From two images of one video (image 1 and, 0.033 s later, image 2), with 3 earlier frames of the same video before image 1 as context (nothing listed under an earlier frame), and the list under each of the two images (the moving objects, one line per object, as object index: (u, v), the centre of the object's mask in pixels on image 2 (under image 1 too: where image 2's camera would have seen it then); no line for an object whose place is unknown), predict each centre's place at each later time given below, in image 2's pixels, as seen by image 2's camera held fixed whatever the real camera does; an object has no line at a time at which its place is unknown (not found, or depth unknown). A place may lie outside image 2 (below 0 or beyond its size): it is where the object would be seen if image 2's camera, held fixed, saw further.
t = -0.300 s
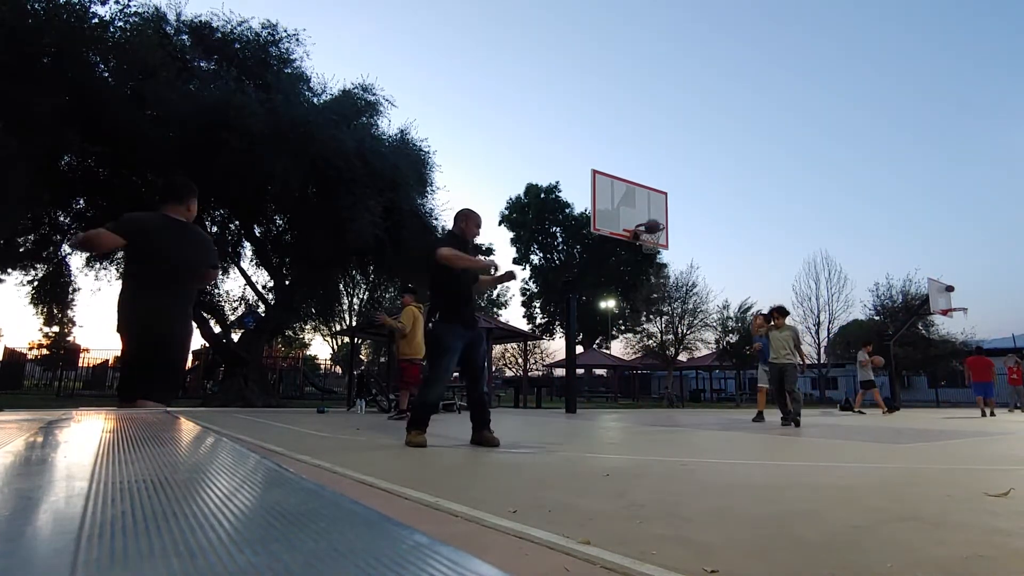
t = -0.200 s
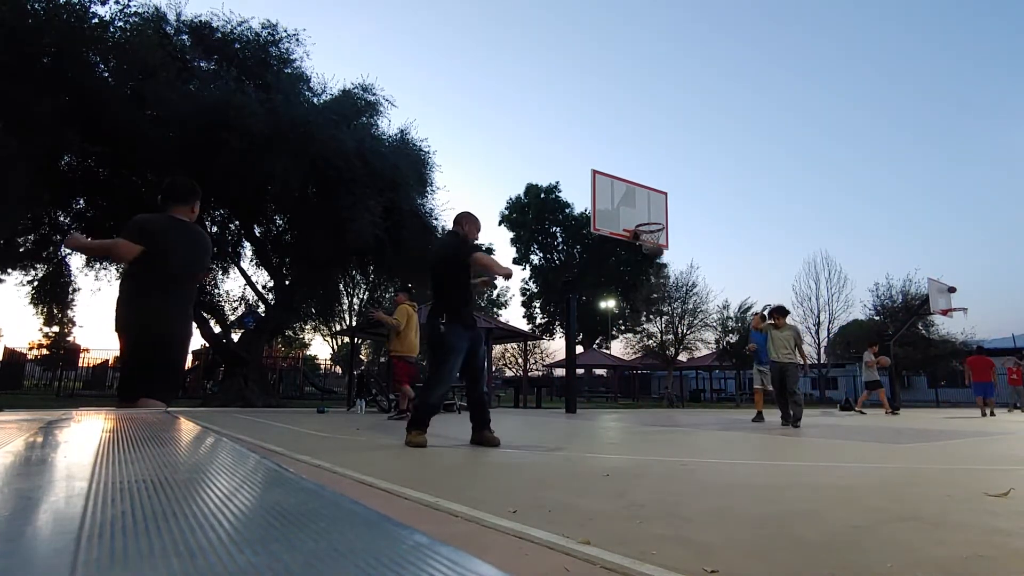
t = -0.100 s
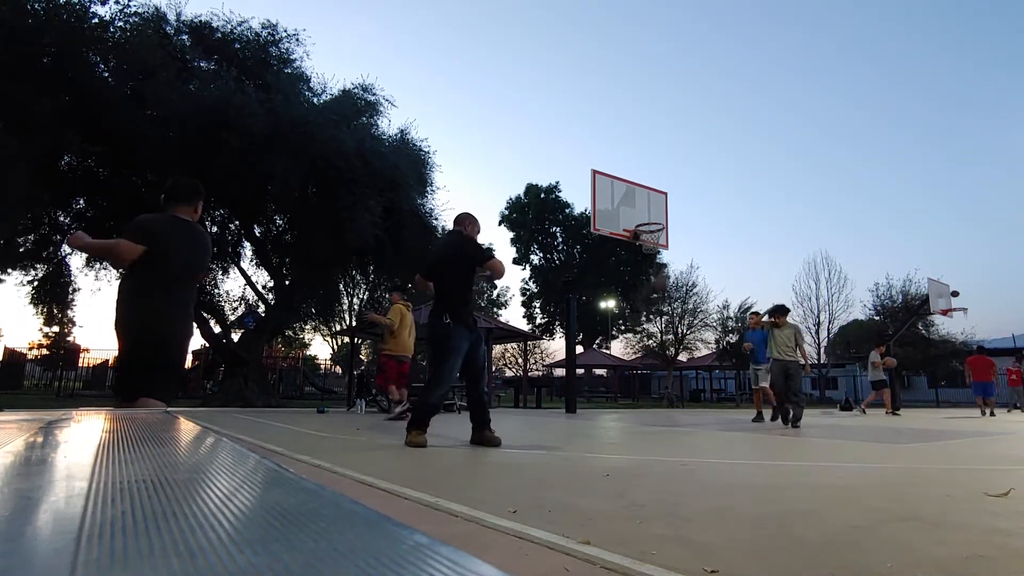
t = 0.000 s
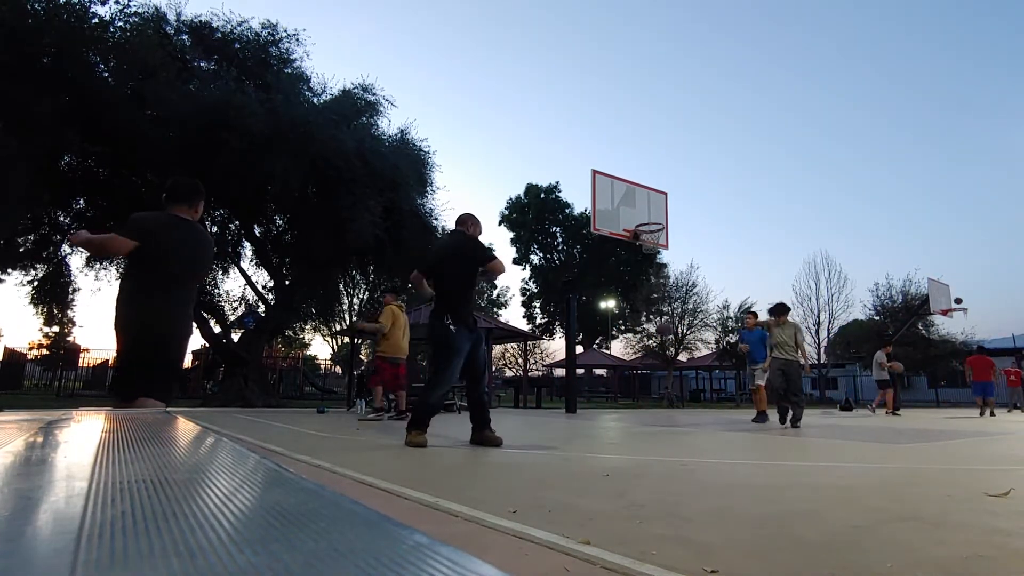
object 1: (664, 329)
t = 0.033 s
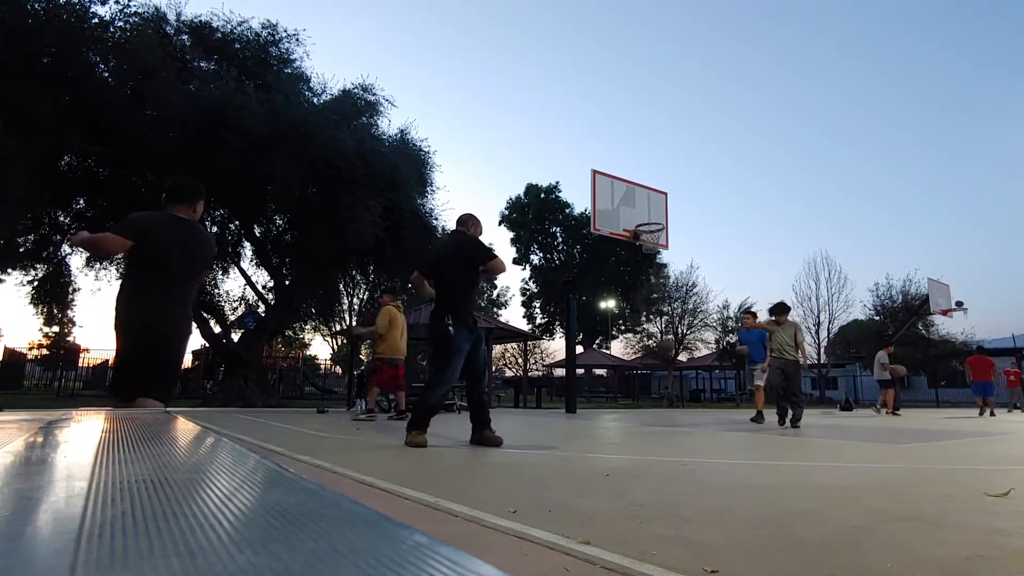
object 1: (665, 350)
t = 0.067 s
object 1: (666, 365)
